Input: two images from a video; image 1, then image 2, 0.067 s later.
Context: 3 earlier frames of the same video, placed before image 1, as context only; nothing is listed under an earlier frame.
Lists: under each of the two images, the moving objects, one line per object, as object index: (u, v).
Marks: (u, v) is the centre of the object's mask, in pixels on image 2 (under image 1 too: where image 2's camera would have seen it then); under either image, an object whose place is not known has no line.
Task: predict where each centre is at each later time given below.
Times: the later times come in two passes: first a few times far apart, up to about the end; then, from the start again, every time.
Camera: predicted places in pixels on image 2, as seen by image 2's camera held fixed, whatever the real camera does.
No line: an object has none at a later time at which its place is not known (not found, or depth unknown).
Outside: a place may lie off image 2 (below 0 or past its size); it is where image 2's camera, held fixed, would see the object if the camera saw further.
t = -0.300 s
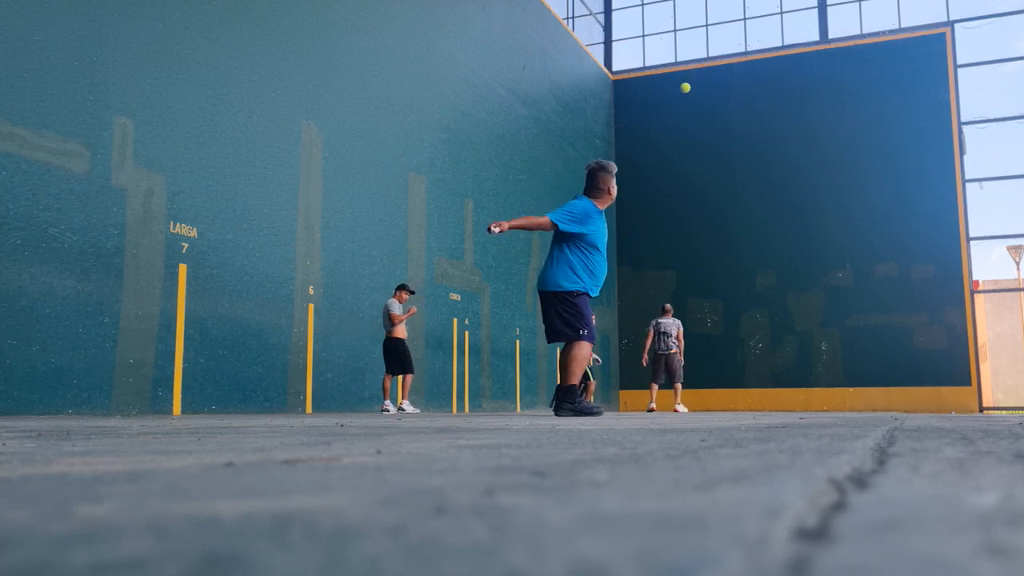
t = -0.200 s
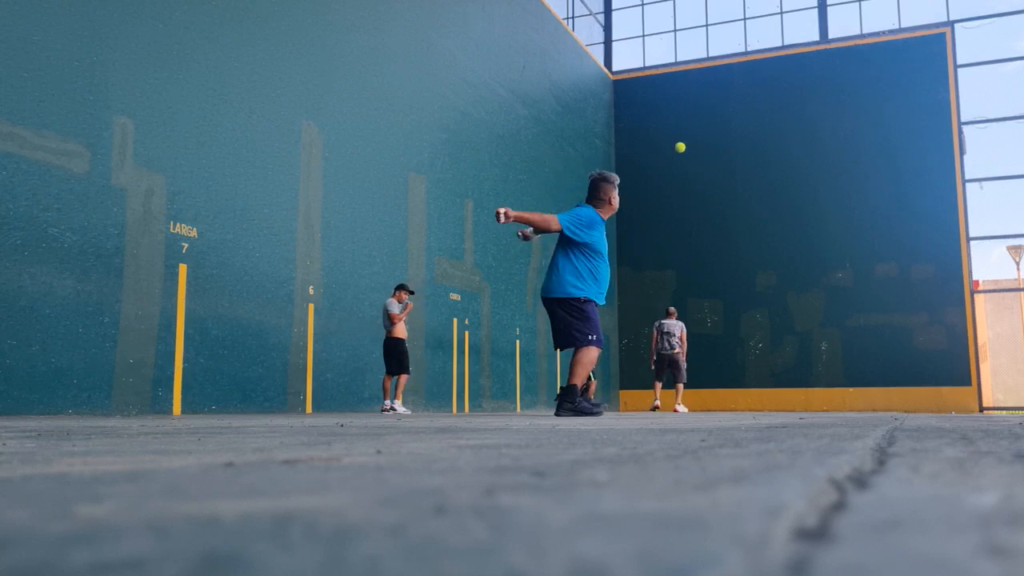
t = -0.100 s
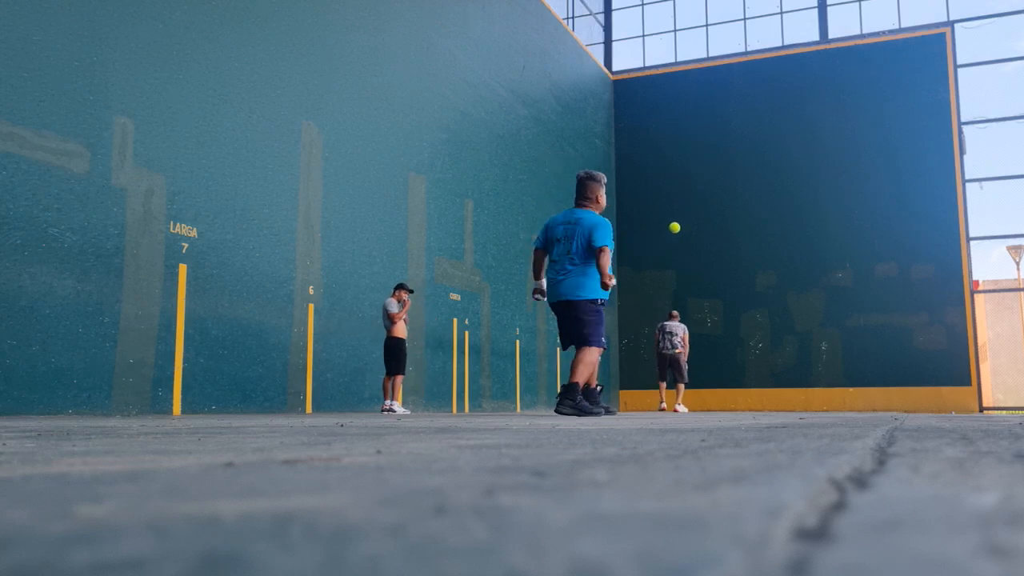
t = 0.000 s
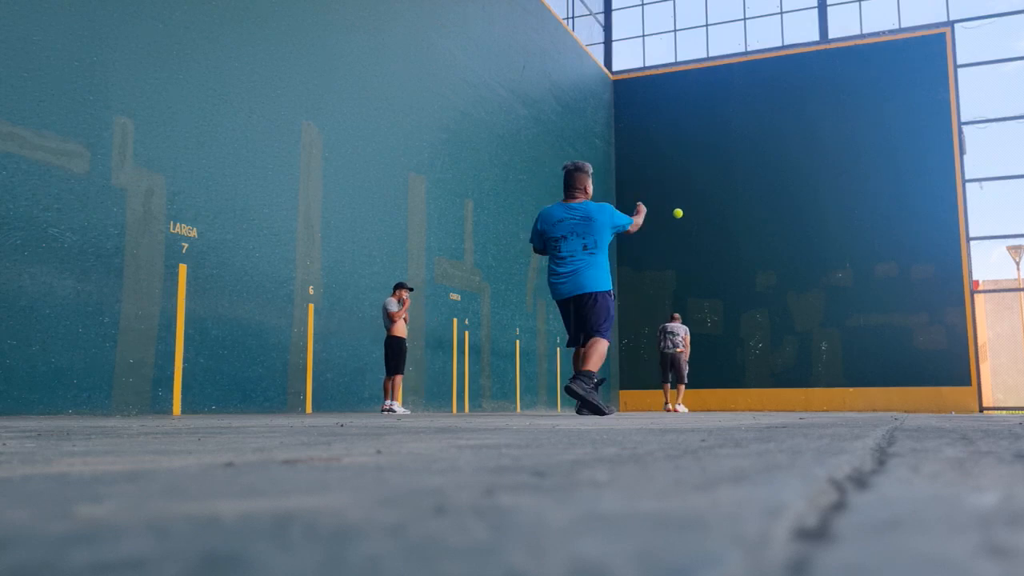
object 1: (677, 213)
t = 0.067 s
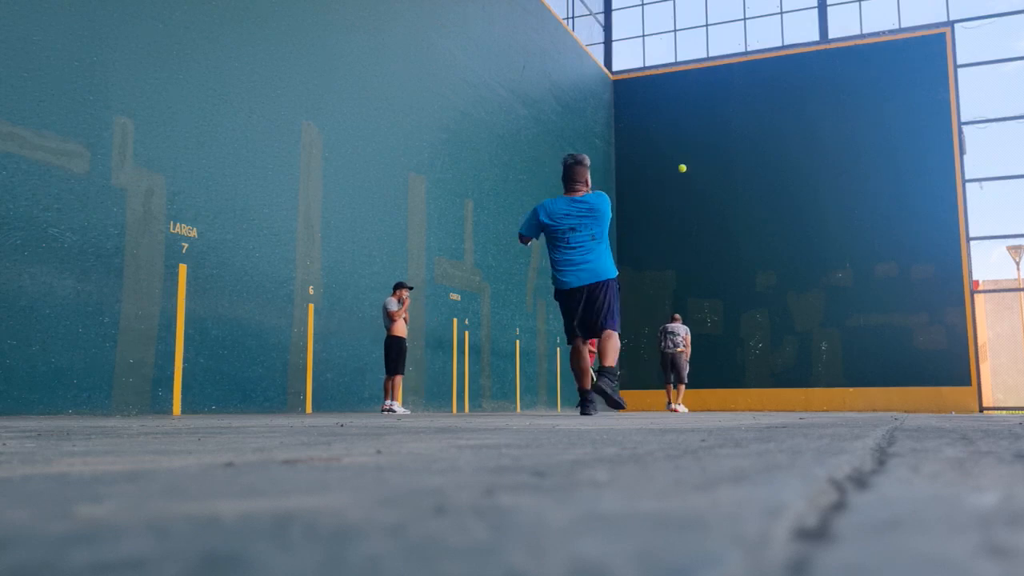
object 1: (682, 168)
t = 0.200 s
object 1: (686, 124)
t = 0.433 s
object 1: (688, 110)
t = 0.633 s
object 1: (689, 124)
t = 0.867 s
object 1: (688, 154)
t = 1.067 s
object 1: (688, 188)
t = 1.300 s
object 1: (674, 211)
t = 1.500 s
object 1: (650, 222)
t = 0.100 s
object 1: (683, 153)
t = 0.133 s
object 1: (685, 141)
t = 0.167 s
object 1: (686, 132)
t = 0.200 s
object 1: (686, 124)
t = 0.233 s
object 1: (687, 119)
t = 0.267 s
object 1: (688, 115)
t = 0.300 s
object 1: (688, 112)
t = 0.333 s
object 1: (688, 110)
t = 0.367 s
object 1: (688, 109)
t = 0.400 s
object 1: (688, 109)
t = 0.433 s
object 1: (688, 110)
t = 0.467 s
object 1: (689, 111)
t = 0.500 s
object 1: (689, 113)
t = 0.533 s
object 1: (689, 115)
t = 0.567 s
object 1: (689, 117)
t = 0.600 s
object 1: (689, 120)
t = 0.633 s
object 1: (689, 124)
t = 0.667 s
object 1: (688, 127)
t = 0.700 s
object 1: (688, 131)
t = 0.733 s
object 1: (688, 135)
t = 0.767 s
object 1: (688, 139)
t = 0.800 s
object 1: (688, 144)
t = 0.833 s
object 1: (688, 149)
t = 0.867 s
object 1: (688, 154)
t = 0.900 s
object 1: (688, 159)
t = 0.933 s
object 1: (688, 165)
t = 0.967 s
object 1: (688, 171)
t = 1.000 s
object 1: (688, 176)
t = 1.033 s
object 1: (688, 182)
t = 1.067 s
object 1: (688, 188)
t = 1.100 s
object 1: (687, 195)
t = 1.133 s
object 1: (687, 201)
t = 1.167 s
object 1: (687, 207)
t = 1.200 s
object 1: (686, 211)
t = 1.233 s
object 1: (683, 211)
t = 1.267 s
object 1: (678, 211)
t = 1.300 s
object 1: (674, 211)
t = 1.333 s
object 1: (671, 212)
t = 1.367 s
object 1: (667, 213)
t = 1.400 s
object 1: (662, 214)
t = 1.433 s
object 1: (658, 216)
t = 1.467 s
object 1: (654, 219)
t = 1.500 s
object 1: (650, 222)
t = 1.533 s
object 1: (646, 225)
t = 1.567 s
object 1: (641, 229)
